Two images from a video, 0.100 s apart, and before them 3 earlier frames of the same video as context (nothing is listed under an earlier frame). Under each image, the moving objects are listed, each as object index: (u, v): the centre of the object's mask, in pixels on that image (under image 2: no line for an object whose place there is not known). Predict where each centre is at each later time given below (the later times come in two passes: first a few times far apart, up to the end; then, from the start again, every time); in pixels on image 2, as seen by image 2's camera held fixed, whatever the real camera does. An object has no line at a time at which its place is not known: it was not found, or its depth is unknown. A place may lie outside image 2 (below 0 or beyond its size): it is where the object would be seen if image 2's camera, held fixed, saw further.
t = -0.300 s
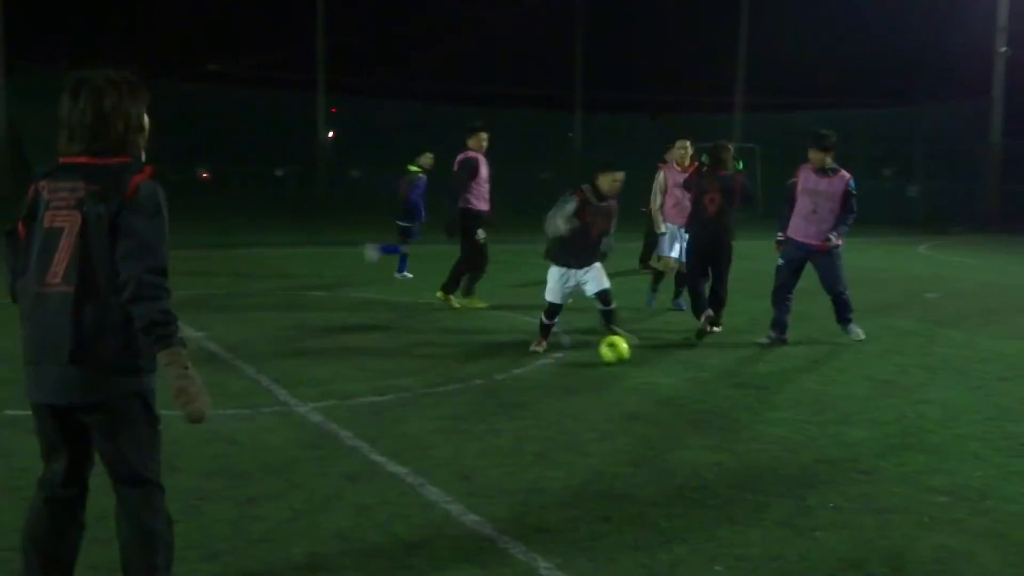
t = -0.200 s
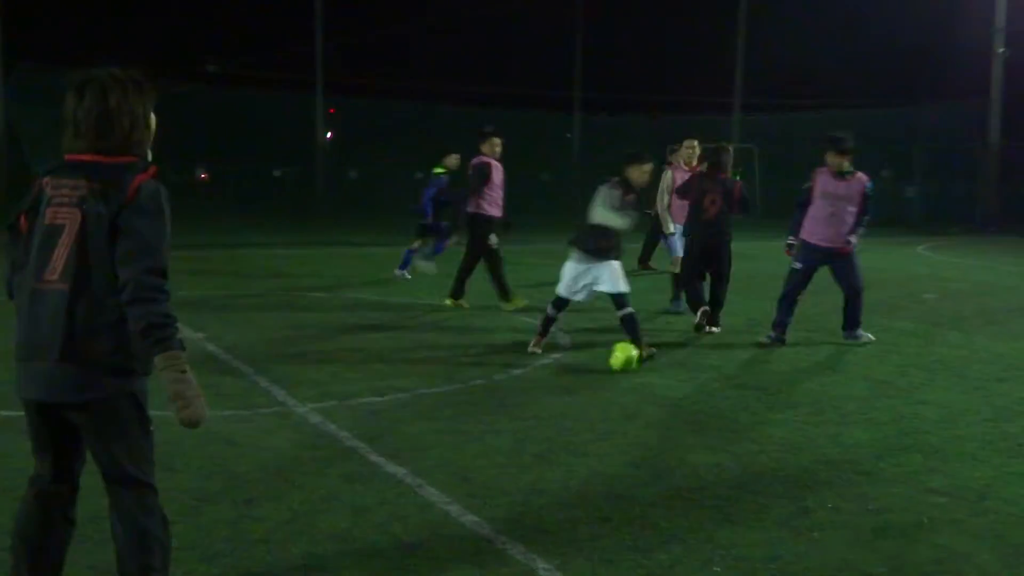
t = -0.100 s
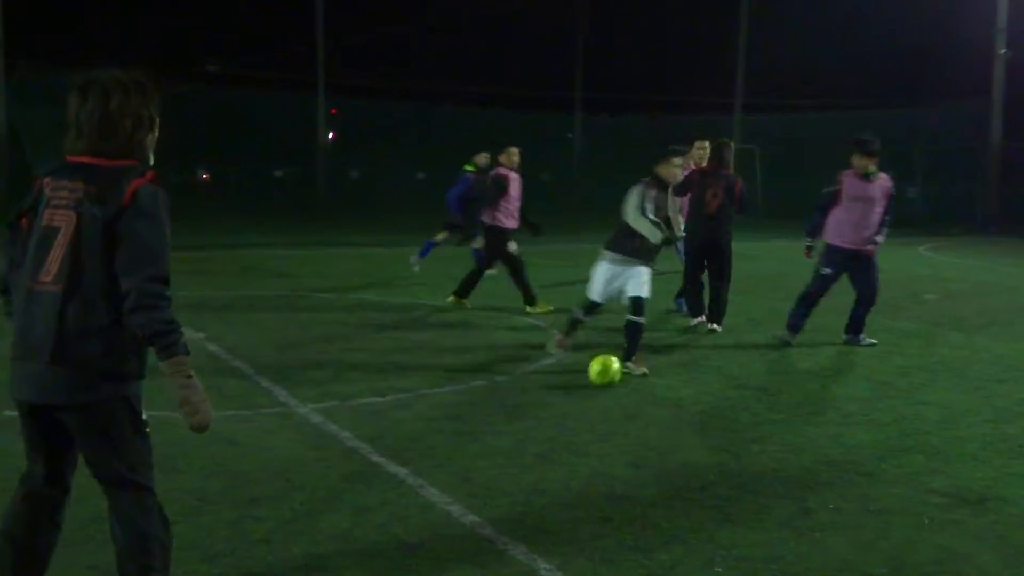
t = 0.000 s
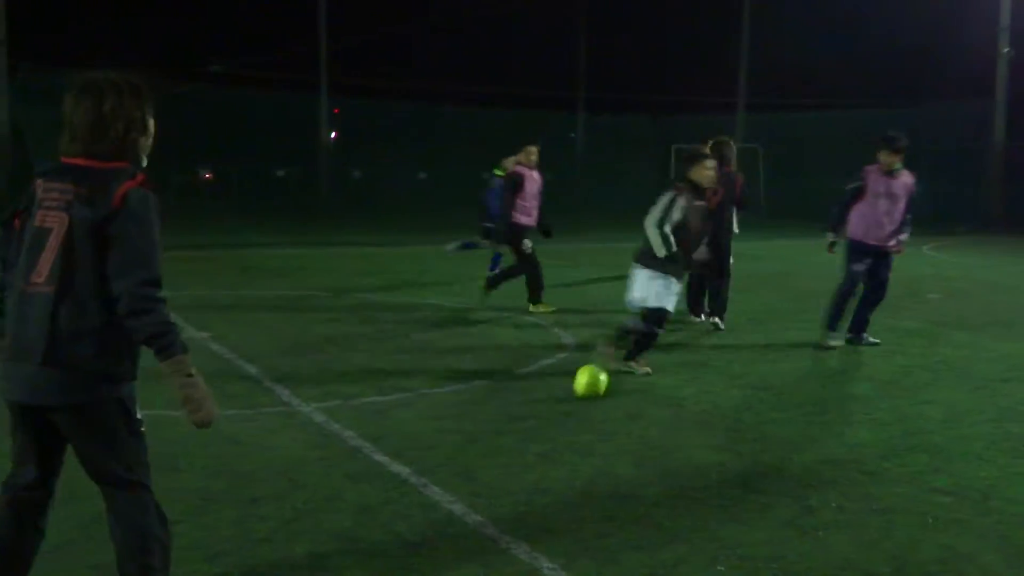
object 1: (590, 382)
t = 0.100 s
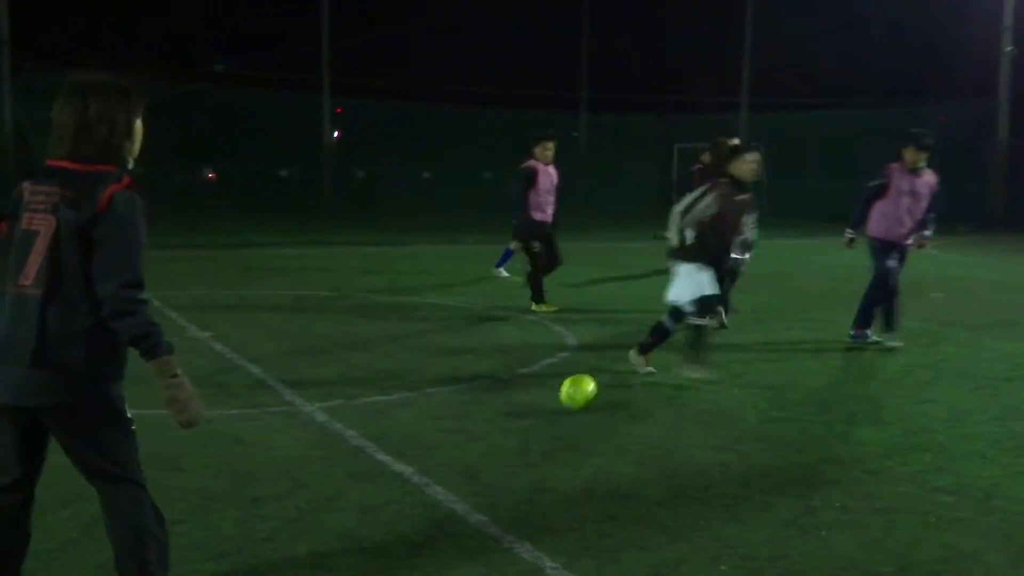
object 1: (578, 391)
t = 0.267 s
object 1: (550, 417)
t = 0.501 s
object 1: (500, 463)
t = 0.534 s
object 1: (491, 471)
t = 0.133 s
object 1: (573, 398)
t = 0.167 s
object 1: (569, 403)
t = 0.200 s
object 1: (563, 407)
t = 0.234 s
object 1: (557, 412)
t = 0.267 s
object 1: (550, 417)
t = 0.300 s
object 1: (545, 424)
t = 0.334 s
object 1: (538, 430)
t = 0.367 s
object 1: (531, 436)
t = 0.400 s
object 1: (523, 443)
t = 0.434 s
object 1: (516, 448)
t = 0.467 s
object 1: (509, 454)
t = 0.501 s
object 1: (500, 463)
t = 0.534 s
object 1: (491, 471)
